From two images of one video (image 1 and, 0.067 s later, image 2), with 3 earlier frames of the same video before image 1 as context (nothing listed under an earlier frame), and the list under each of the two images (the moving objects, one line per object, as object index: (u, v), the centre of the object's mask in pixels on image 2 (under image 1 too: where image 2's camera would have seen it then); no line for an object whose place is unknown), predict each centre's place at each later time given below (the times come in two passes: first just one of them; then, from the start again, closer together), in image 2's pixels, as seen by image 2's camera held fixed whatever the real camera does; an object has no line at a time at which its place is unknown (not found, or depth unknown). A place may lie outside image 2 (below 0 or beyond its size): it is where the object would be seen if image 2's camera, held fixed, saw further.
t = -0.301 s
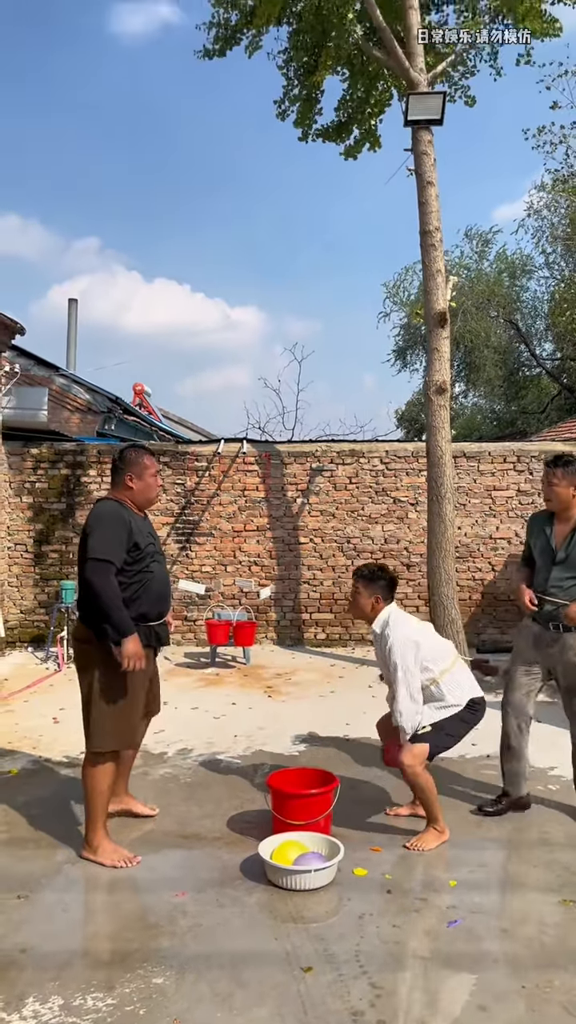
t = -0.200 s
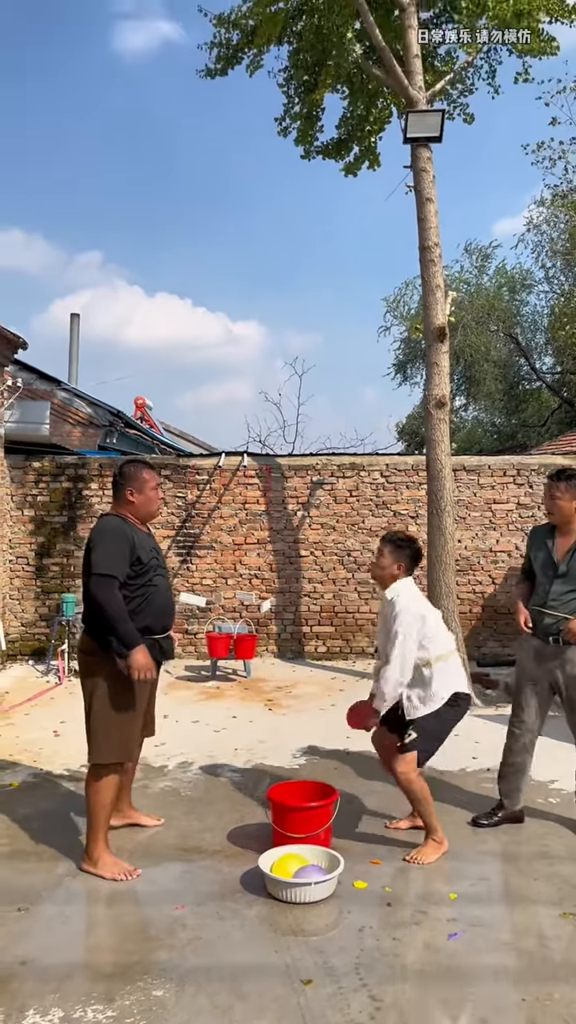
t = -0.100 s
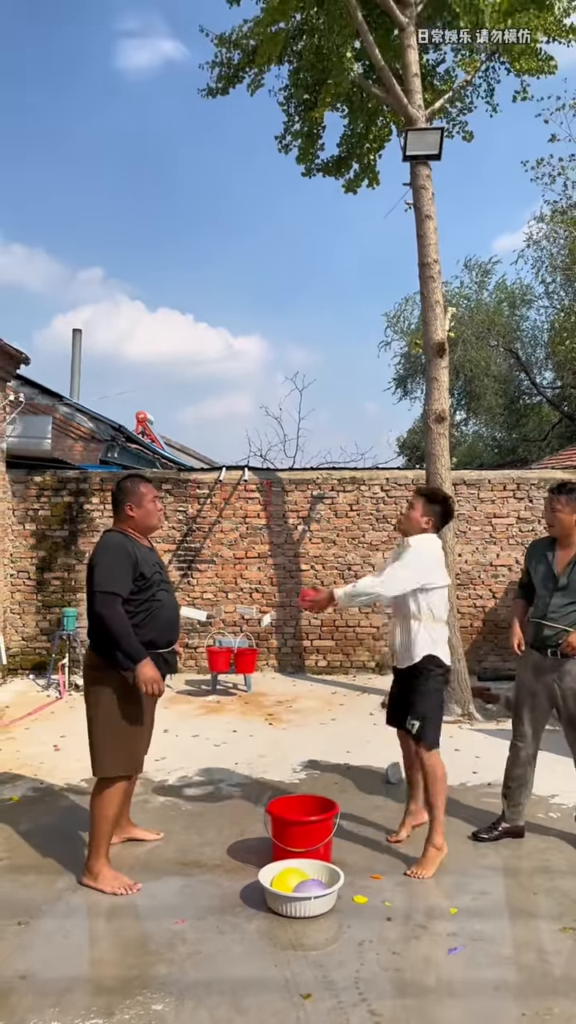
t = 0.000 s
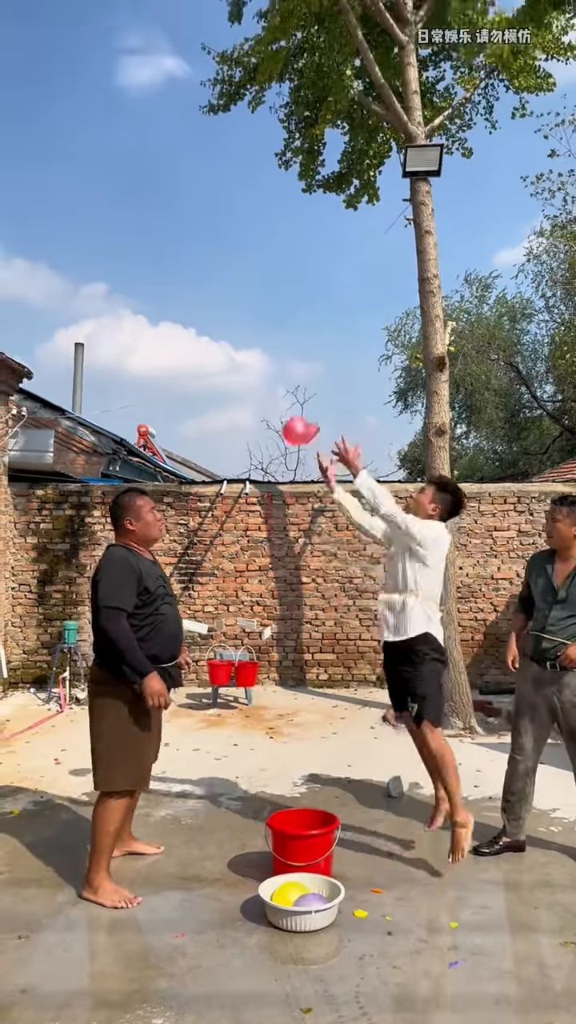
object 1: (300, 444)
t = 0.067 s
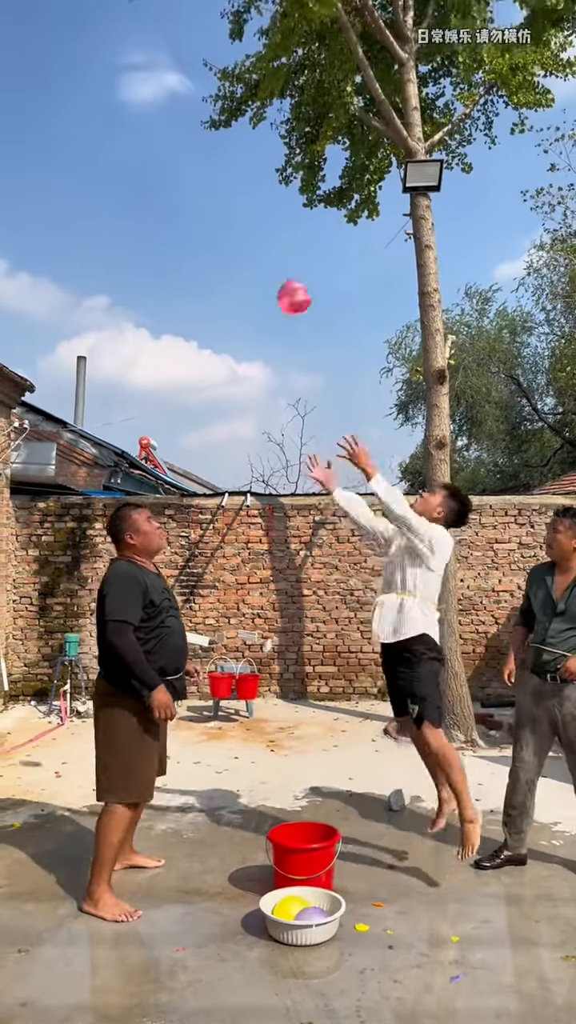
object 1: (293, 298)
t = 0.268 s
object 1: (278, -14)
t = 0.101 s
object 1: (291, 244)
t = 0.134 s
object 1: (289, 192)
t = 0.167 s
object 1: (287, 141)
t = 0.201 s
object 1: (284, 94)
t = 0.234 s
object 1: (281, 27)
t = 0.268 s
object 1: (278, -14)
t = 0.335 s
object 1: (275, -77)
